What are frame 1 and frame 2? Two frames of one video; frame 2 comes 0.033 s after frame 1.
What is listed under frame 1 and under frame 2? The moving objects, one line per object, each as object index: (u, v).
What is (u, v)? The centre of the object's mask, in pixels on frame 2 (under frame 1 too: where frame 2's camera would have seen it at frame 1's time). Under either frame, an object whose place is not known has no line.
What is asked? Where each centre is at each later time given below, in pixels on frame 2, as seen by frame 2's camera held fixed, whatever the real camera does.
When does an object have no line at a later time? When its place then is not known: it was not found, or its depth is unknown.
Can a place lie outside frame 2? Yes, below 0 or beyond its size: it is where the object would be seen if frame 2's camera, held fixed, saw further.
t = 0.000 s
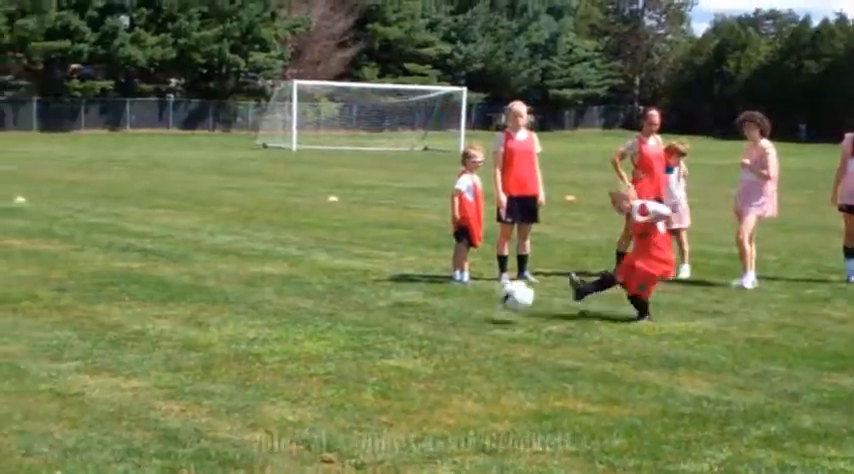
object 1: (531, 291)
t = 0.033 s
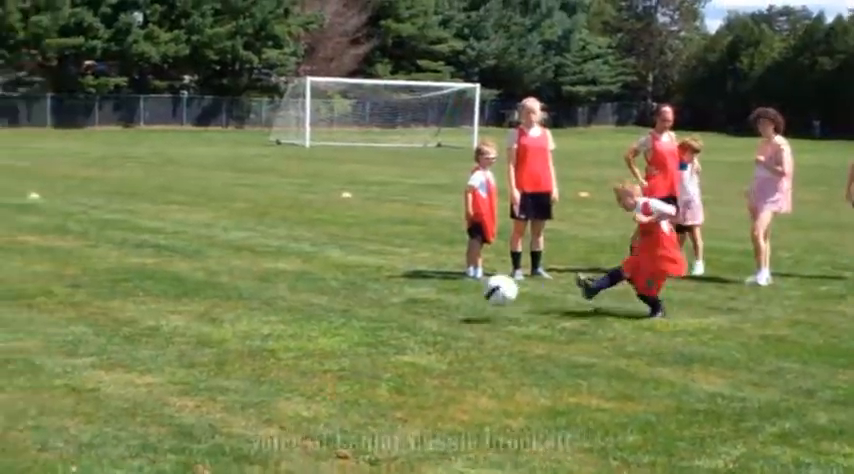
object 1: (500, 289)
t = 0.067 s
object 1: (470, 288)
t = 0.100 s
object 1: (438, 288)
